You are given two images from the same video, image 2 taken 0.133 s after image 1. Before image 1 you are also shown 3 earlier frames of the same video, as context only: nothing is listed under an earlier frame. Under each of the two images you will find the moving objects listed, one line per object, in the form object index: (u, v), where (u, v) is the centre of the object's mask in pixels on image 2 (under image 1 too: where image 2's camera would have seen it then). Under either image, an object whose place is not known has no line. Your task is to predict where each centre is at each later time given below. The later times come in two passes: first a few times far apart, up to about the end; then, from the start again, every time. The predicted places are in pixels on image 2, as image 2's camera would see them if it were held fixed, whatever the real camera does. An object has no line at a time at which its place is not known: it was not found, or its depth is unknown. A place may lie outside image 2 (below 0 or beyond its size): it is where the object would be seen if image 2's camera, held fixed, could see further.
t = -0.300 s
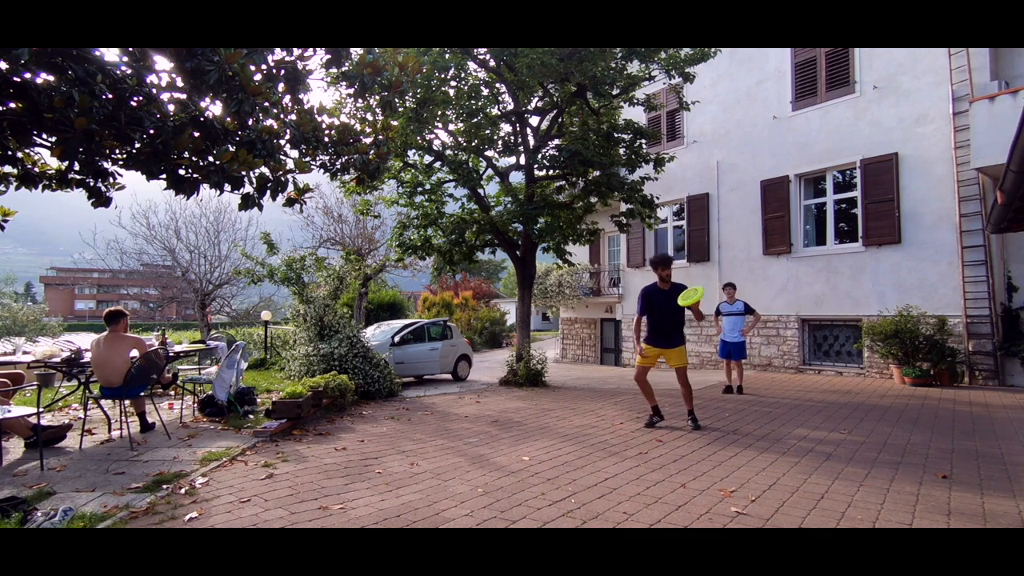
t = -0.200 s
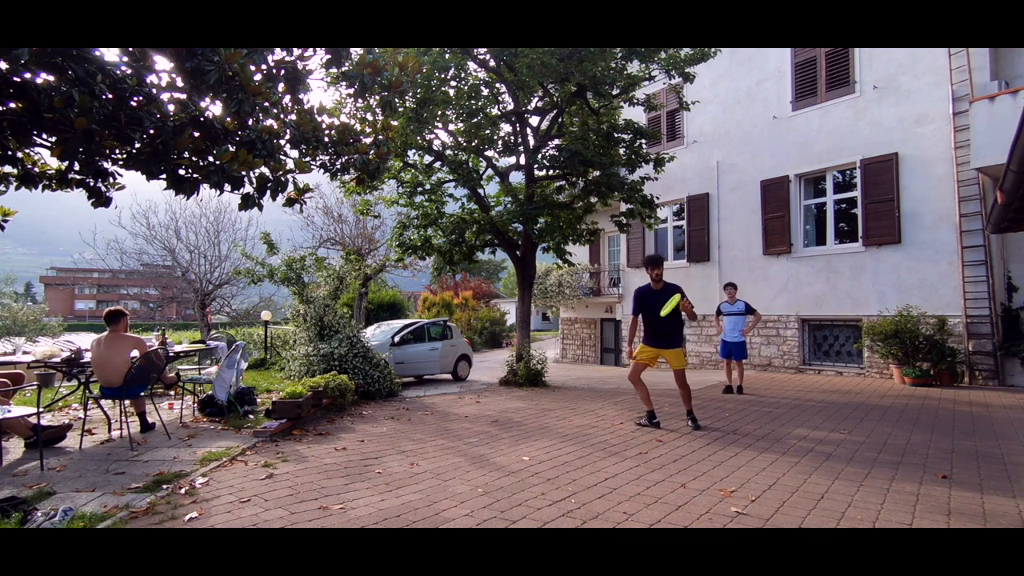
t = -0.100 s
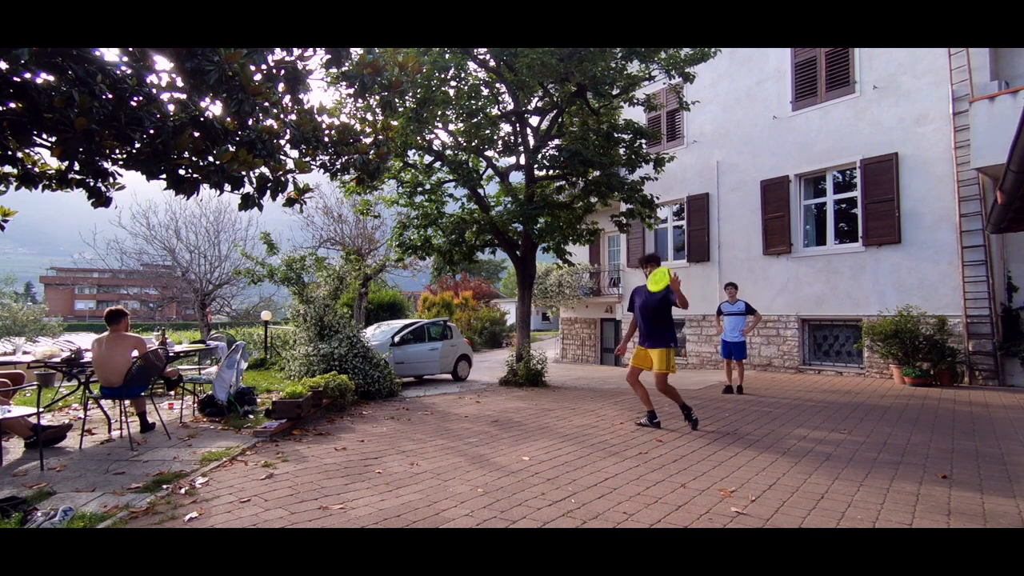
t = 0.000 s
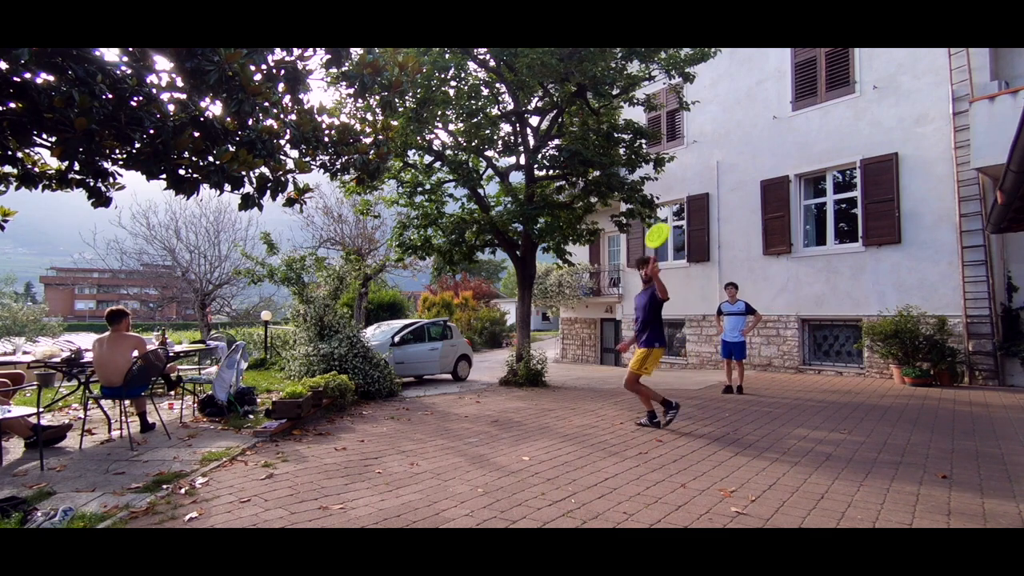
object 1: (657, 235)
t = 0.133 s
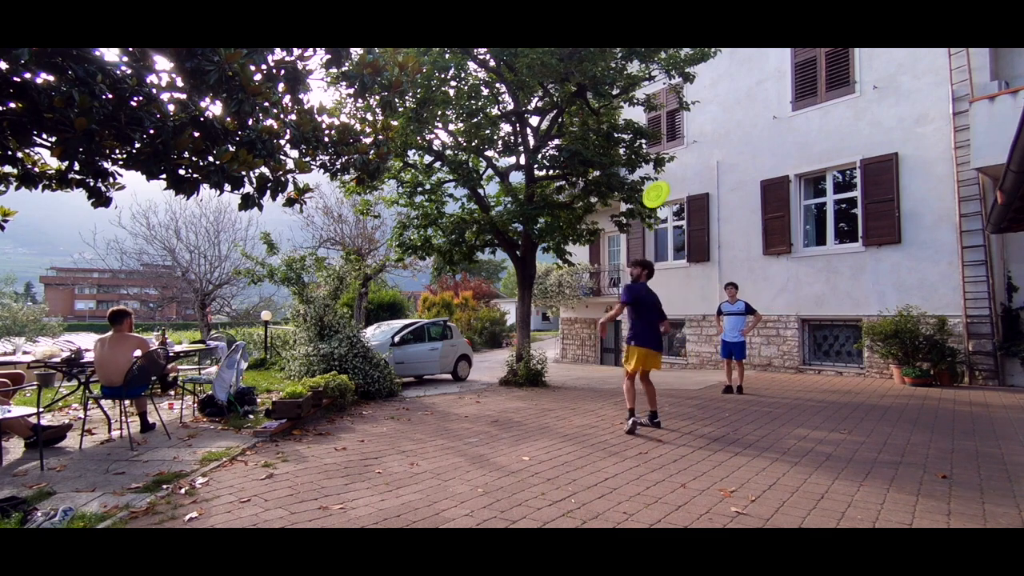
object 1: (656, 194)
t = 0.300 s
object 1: (655, 169)
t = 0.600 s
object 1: (651, 197)
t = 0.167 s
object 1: (656, 187)
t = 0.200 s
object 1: (656, 181)
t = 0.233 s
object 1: (655, 176)
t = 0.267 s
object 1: (655, 172)
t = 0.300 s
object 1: (655, 169)
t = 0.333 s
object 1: (655, 168)
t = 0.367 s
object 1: (654, 167)
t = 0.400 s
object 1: (654, 168)
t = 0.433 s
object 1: (654, 170)
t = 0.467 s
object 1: (654, 173)
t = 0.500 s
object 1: (654, 177)
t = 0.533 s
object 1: (653, 182)
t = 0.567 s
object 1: (652, 189)
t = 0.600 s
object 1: (651, 197)
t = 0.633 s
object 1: (650, 206)
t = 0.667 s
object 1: (650, 216)
